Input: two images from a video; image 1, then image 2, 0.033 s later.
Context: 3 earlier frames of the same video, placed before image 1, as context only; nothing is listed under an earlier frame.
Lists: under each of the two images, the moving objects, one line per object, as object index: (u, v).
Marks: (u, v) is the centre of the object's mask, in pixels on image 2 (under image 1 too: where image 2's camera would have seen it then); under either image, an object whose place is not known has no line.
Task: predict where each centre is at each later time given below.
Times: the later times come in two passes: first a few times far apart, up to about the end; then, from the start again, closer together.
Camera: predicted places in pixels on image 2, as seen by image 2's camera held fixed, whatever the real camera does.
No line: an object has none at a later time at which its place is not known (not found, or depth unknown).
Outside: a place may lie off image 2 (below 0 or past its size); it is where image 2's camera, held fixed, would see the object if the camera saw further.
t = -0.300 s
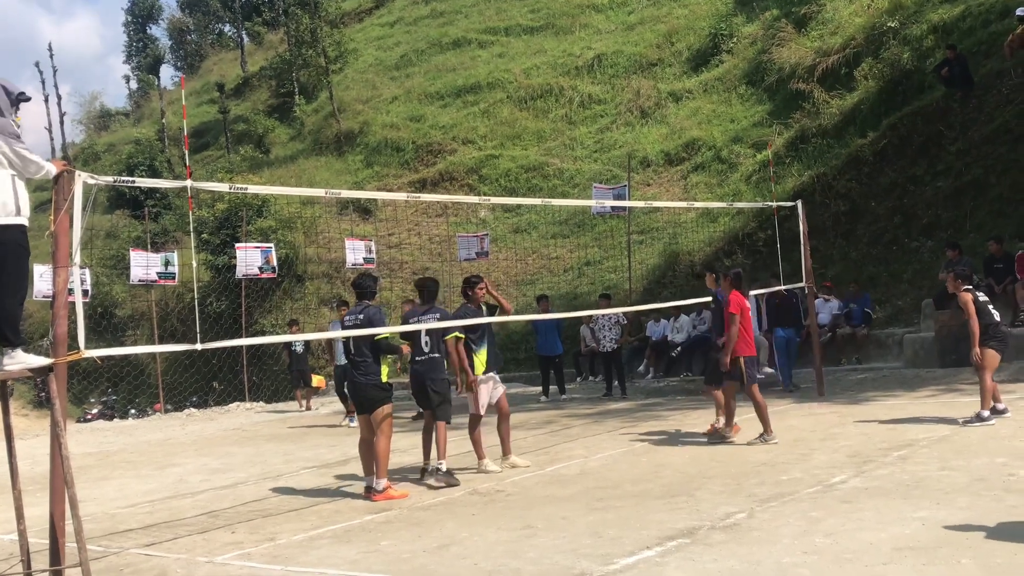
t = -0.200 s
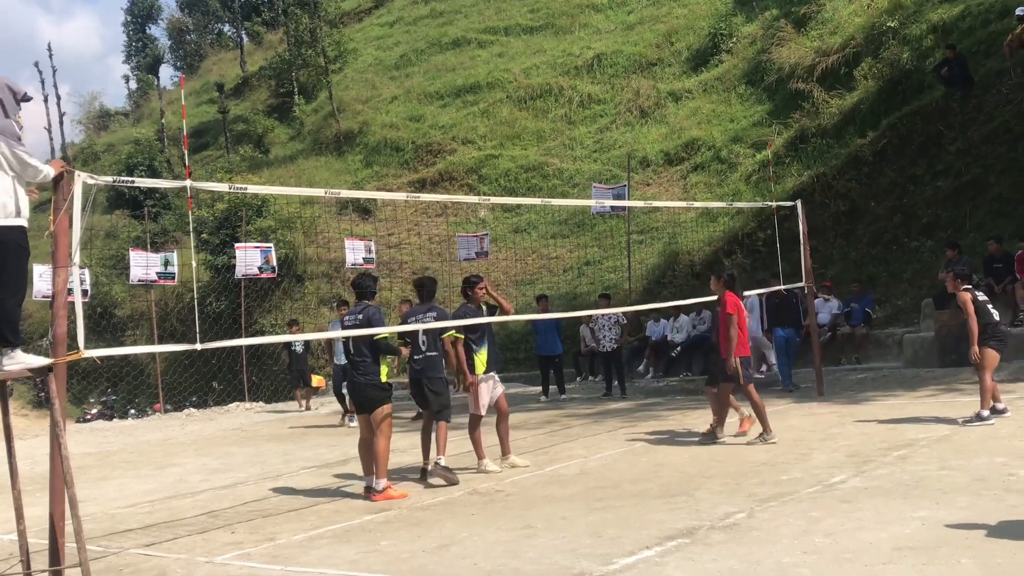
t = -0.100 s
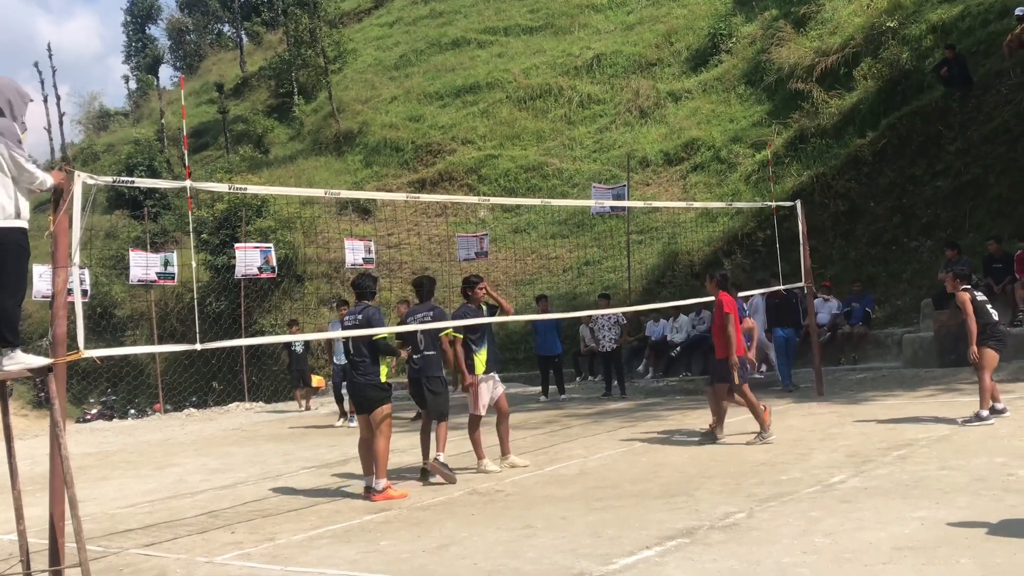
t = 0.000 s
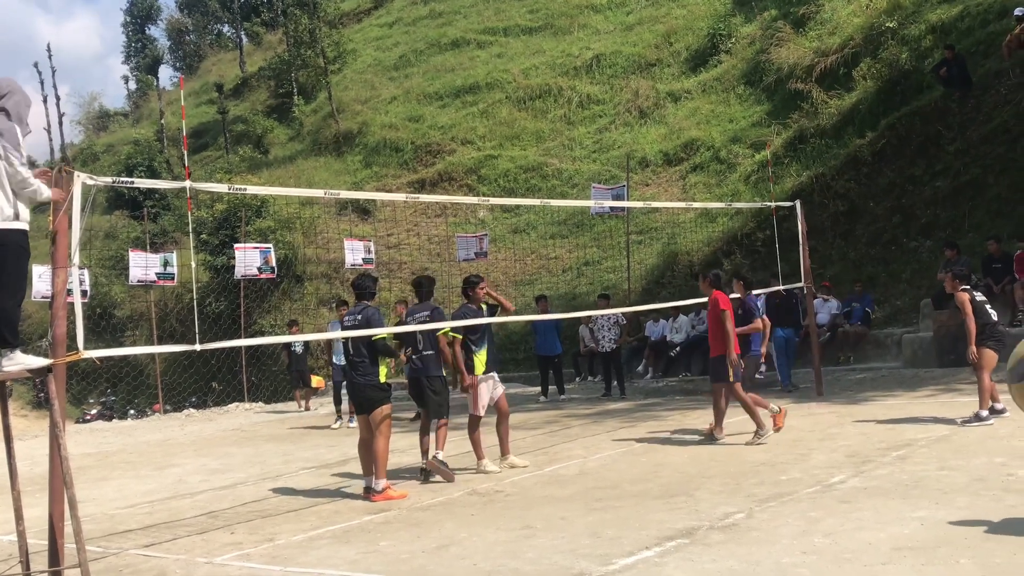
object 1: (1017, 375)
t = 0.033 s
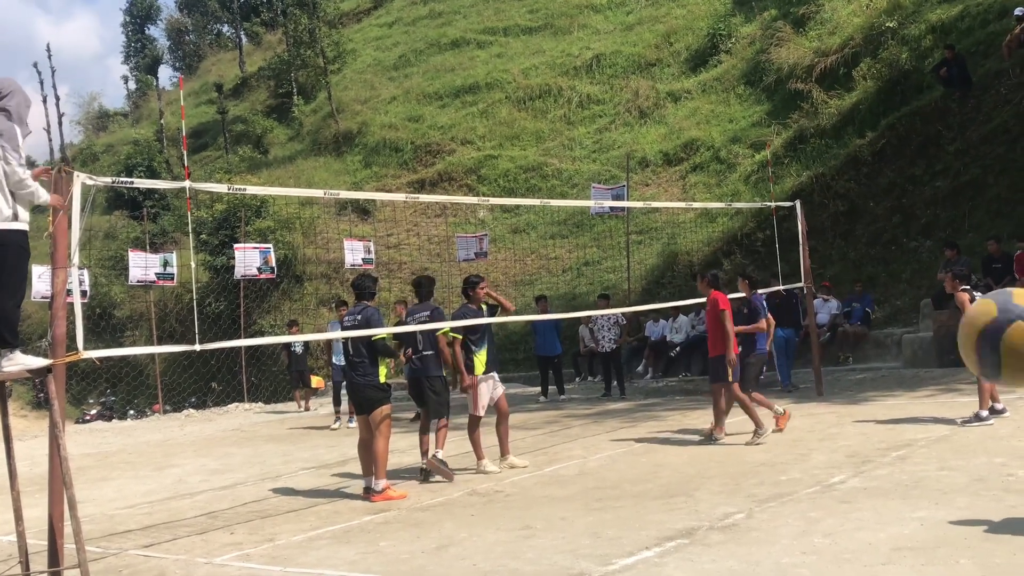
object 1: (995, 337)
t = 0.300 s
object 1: (670, 239)
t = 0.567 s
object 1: (419, 436)
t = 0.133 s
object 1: (871, 261)
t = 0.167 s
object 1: (828, 246)
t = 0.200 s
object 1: (786, 237)
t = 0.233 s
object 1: (747, 233)
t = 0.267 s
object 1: (706, 233)
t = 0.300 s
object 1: (670, 239)
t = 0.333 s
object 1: (634, 249)
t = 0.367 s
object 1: (600, 264)
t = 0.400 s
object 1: (567, 282)
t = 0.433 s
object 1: (535, 305)
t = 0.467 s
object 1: (505, 331)
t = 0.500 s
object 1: (475, 362)
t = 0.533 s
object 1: (447, 397)
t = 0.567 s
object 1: (419, 436)
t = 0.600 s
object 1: (393, 478)
